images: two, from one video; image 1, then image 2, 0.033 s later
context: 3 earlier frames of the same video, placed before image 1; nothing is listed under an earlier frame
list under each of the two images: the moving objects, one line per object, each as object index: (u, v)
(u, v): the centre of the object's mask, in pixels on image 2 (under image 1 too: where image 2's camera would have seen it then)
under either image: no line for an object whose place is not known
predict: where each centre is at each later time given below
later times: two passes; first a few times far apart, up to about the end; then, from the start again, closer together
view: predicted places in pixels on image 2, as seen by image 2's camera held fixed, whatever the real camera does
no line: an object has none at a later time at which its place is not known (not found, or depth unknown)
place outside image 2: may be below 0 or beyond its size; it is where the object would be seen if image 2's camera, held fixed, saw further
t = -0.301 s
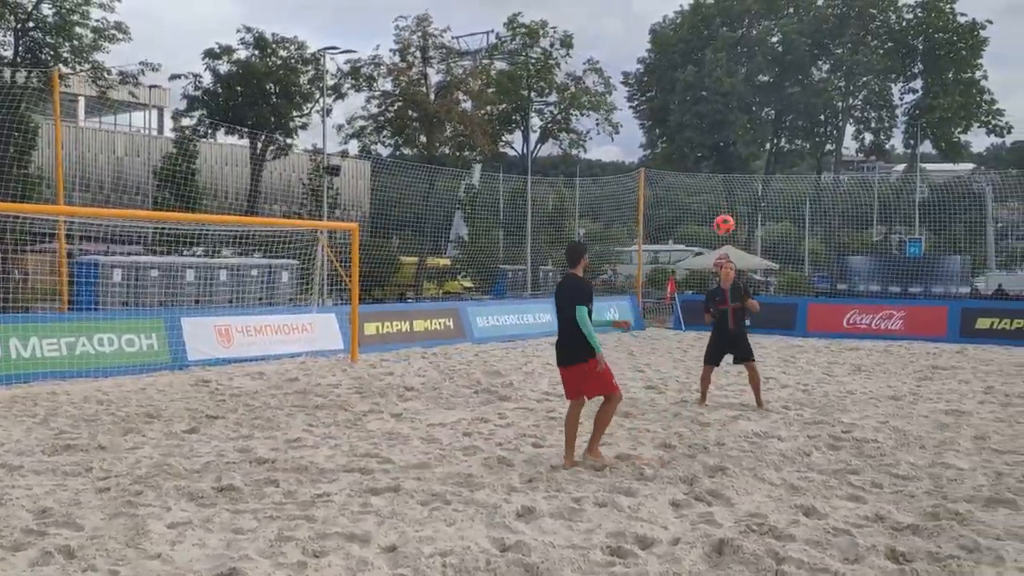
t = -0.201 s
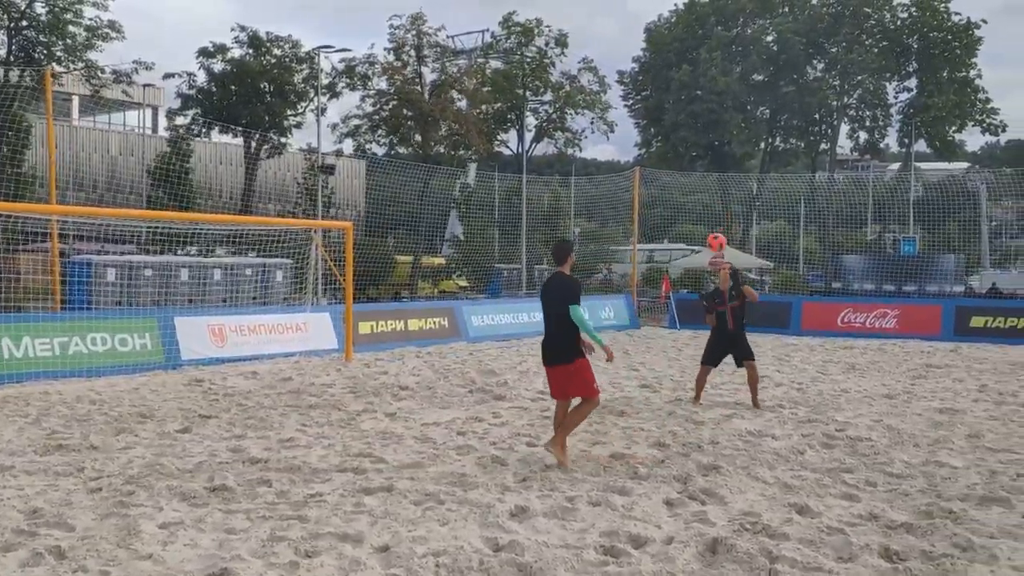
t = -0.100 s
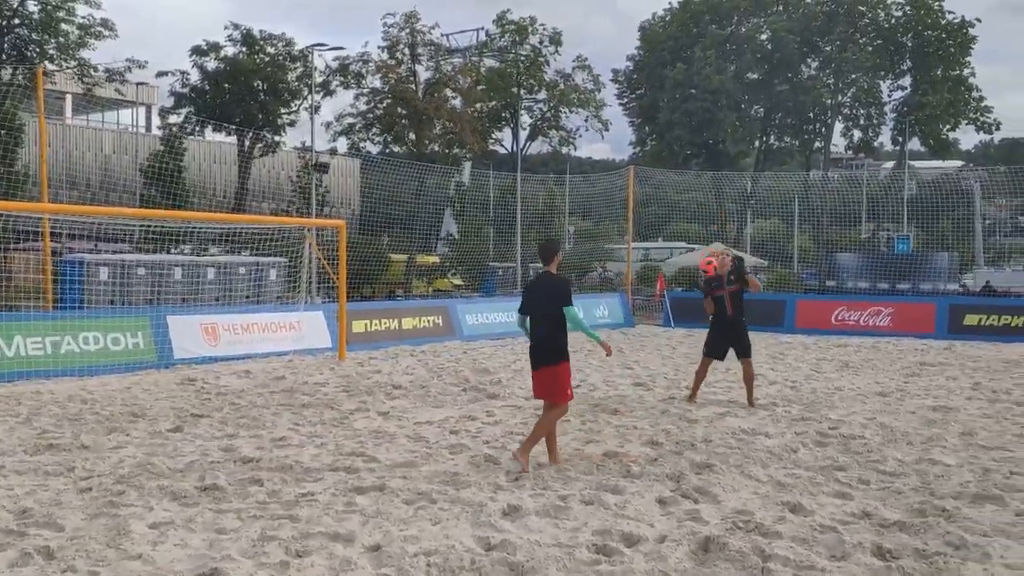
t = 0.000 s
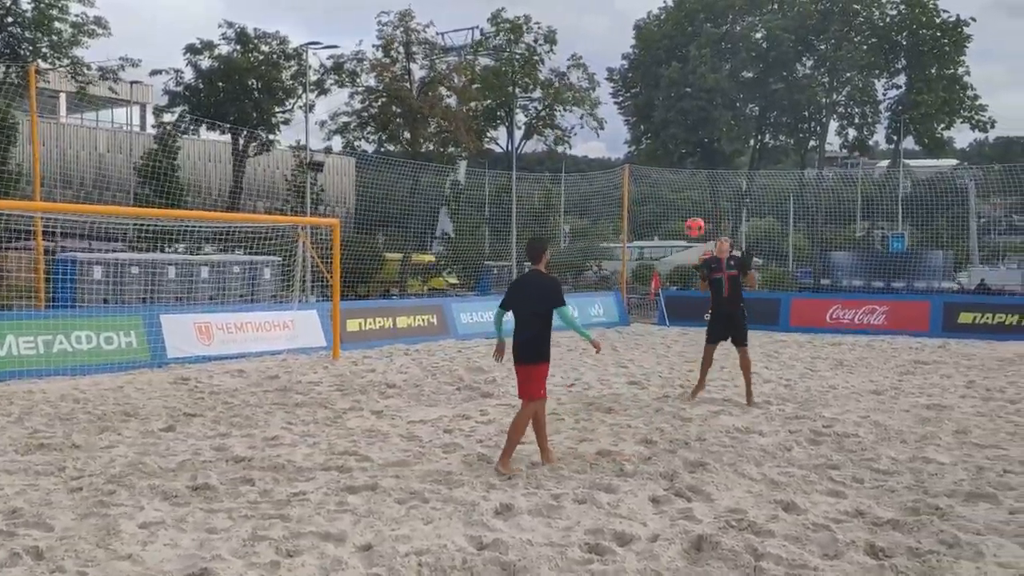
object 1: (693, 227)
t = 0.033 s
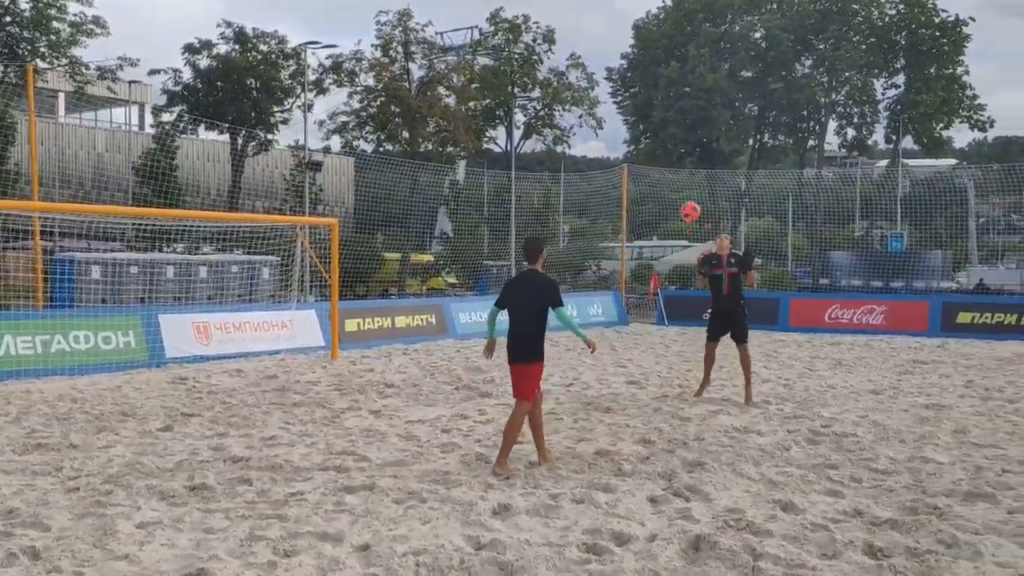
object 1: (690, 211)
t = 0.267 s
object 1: (664, 127)
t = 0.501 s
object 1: (632, 90)
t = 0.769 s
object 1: (584, 119)
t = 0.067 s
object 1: (686, 197)
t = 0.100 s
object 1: (683, 183)
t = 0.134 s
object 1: (679, 171)
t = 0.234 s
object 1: (668, 136)
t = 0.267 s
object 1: (664, 127)
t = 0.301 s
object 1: (660, 119)
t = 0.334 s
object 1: (656, 111)
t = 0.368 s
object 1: (651, 105)
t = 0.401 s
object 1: (647, 100)
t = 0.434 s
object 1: (642, 95)
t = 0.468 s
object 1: (637, 92)
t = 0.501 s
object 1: (632, 90)
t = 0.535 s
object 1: (627, 89)
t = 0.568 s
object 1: (621, 90)
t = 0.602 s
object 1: (615, 91)
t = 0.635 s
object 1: (609, 94)
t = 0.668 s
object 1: (604, 97)
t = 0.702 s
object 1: (597, 104)
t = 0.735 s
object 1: (591, 110)
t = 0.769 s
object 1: (584, 119)
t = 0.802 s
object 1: (578, 128)
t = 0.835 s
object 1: (570, 139)
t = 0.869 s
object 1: (564, 152)
